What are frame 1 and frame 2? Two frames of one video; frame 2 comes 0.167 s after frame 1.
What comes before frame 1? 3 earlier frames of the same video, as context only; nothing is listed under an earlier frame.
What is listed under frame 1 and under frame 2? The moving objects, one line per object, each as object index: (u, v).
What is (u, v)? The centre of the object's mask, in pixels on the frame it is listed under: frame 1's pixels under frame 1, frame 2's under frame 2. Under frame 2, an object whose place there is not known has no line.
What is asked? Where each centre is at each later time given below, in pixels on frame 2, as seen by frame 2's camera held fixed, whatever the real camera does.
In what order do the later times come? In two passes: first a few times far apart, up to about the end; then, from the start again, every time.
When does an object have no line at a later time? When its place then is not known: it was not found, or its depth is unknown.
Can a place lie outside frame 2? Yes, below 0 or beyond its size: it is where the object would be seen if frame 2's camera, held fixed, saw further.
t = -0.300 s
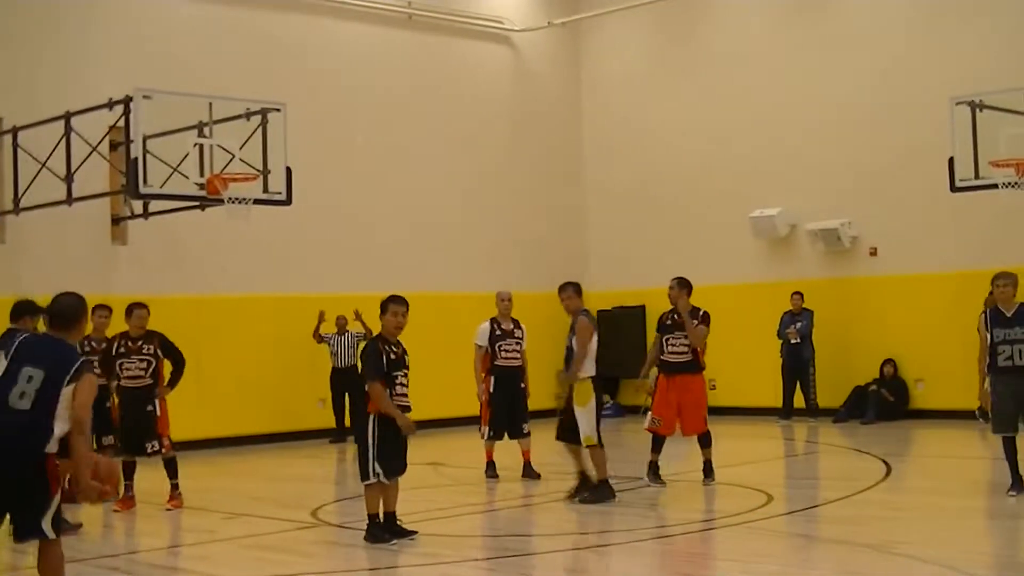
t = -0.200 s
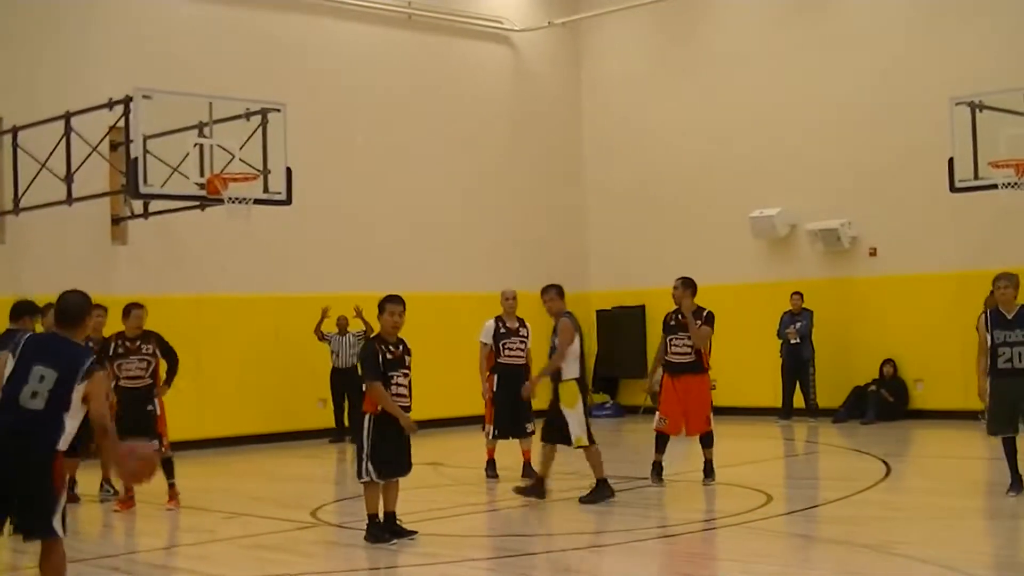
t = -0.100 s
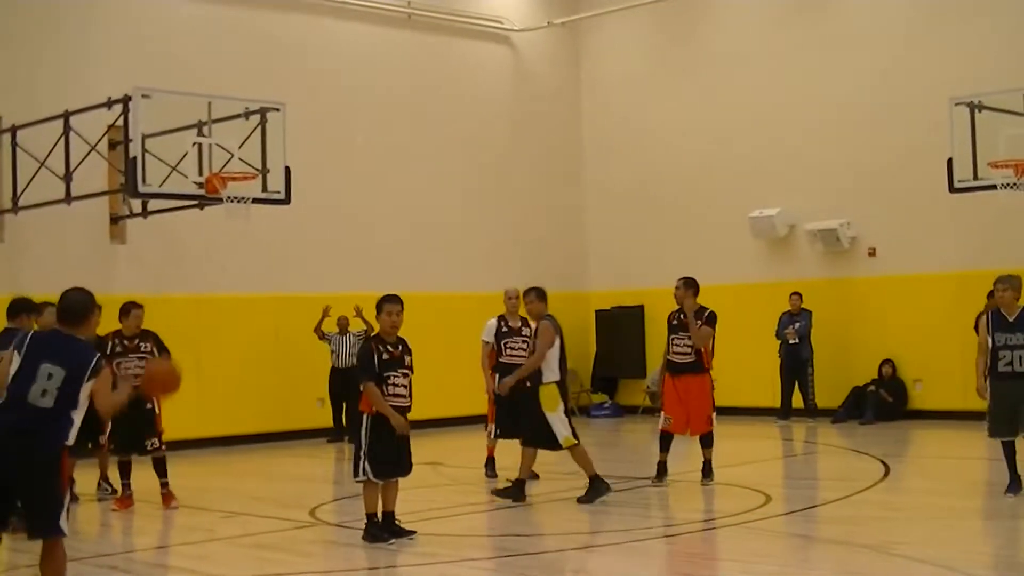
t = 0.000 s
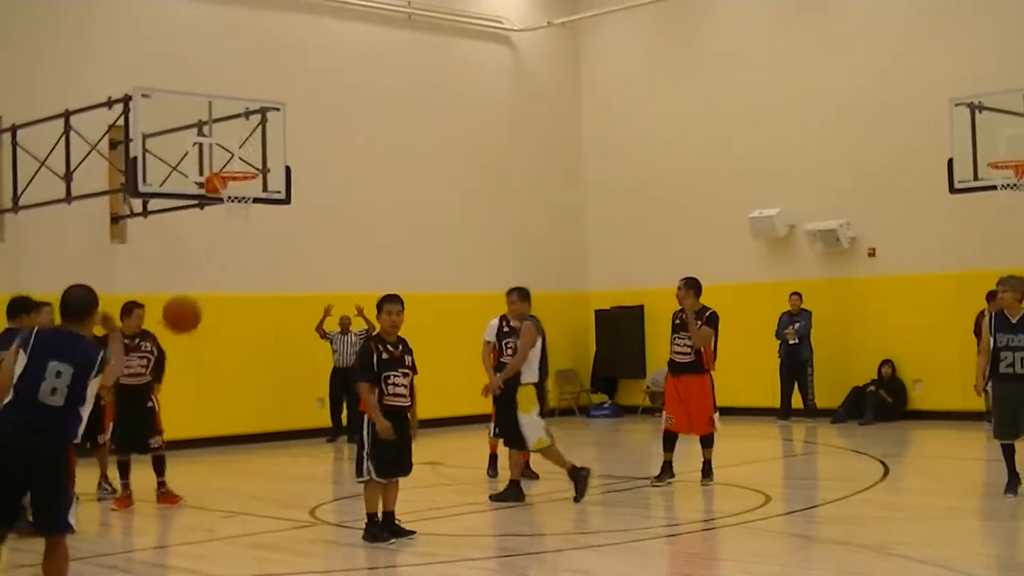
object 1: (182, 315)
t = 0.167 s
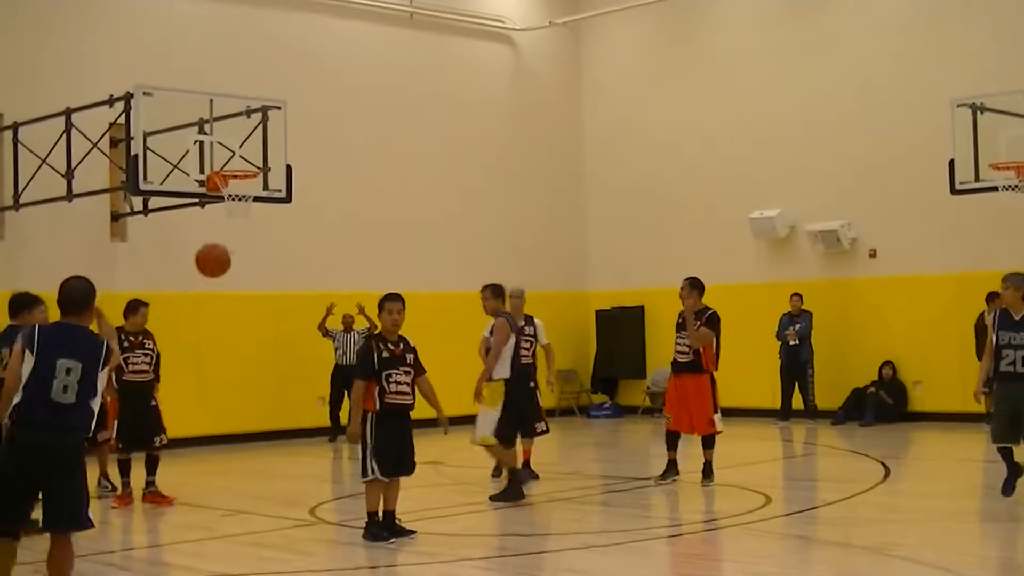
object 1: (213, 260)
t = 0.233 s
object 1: (224, 254)
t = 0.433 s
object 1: (253, 270)
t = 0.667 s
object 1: (281, 342)
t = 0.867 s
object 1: (302, 439)
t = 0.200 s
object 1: (219, 256)
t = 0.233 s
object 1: (224, 254)
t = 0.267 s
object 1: (229, 252)
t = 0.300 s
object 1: (234, 253)
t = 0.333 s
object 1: (239, 255)
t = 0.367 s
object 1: (244, 259)
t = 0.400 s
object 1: (249, 264)
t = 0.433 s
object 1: (253, 270)
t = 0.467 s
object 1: (258, 277)
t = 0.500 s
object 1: (262, 286)
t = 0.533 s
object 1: (266, 295)
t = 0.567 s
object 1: (270, 305)
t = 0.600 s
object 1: (274, 317)
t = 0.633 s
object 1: (278, 329)
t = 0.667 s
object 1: (281, 342)
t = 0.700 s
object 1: (285, 356)
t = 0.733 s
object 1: (289, 372)
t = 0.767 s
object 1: (292, 387)
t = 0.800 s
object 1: (296, 402)
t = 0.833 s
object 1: (299, 422)
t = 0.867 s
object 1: (302, 439)
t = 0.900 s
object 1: (305, 456)
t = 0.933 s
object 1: (308, 458)
